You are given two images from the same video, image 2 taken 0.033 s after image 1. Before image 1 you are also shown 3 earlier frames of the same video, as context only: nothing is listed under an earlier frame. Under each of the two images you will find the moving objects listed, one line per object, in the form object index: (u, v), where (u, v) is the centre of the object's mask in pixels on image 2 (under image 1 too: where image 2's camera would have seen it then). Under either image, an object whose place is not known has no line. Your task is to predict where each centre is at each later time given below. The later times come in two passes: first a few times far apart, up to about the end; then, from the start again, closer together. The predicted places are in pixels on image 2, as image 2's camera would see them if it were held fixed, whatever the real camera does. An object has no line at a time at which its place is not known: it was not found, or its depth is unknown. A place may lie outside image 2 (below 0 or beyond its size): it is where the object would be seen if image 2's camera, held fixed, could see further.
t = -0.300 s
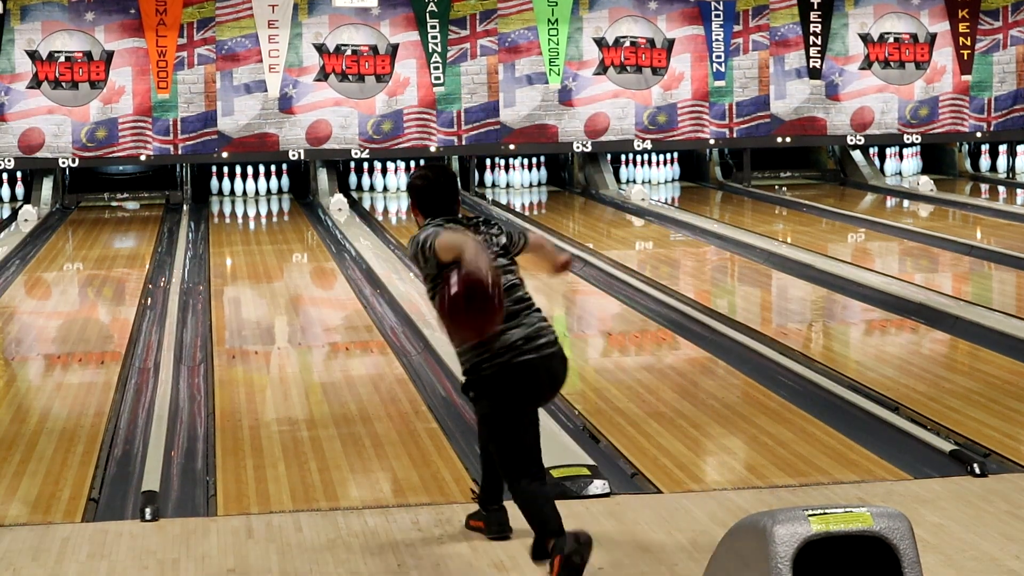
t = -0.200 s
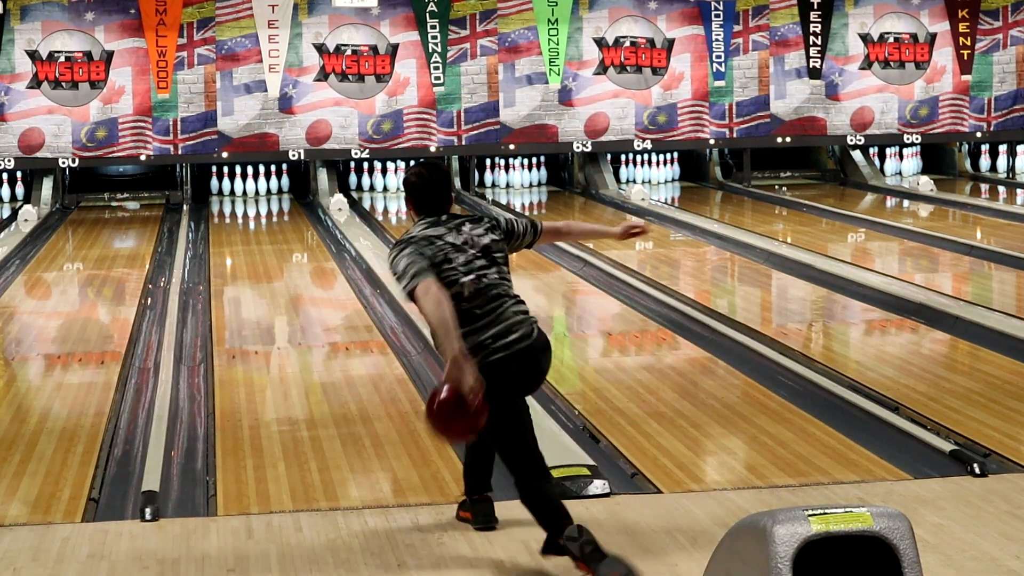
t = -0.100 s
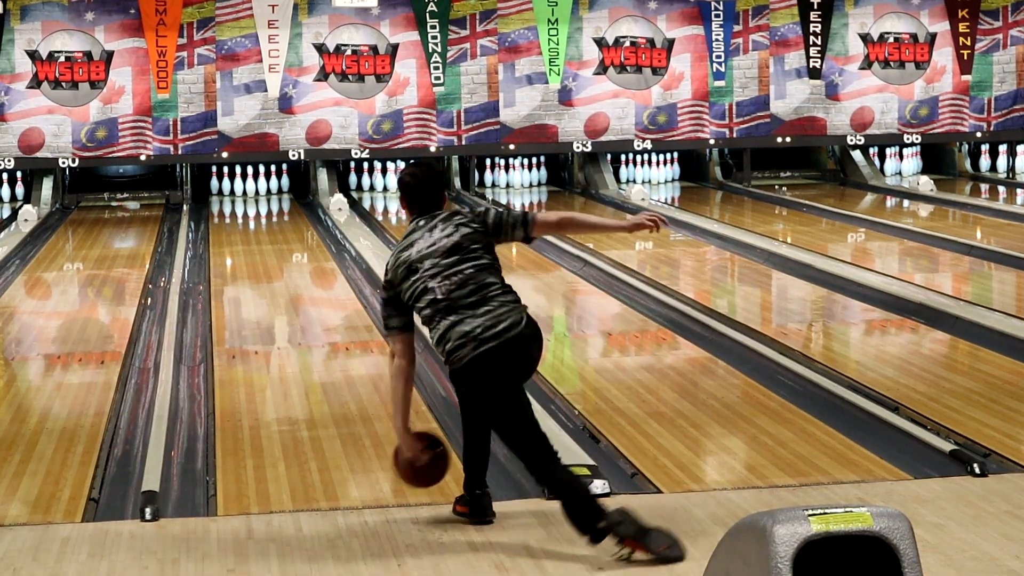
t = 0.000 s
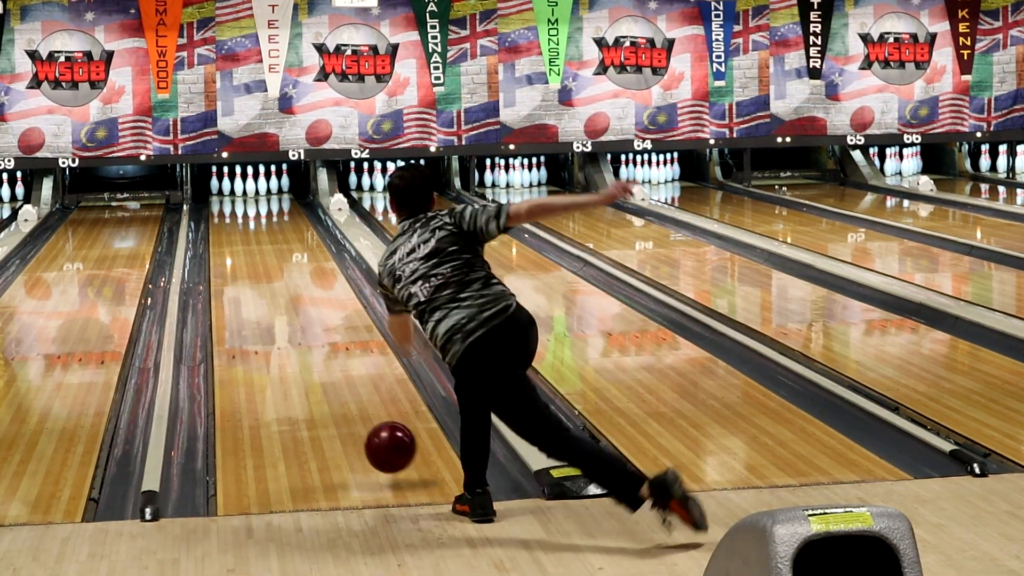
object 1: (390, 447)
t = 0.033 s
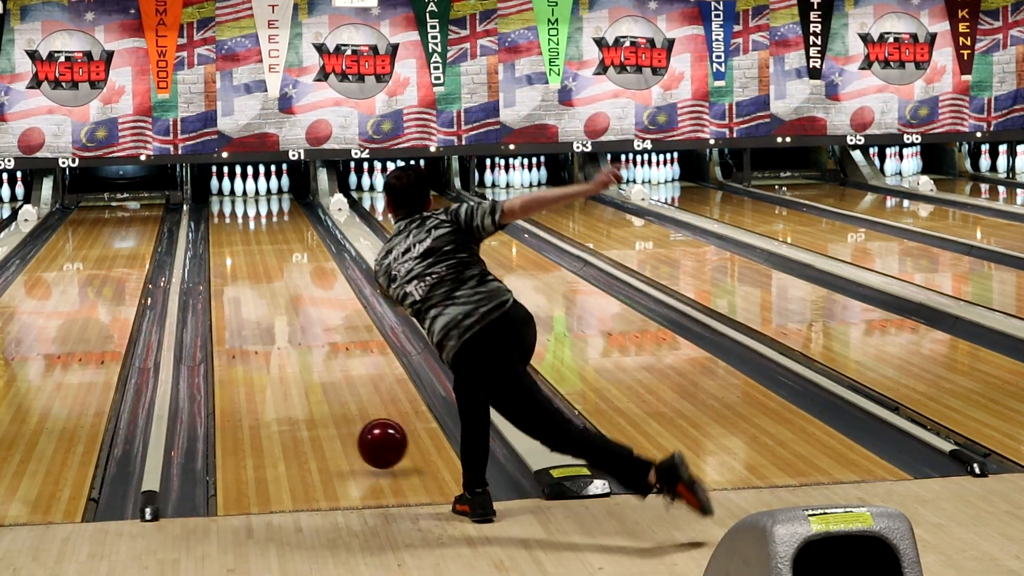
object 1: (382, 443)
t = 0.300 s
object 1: (332, 378)
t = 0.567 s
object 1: (298, 328)
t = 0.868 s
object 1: (275, 288)
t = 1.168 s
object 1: (258, 258)
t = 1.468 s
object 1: (246, 235)
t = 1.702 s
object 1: (240, 222)
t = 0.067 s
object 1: (375, 439)
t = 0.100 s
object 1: (368, 428)
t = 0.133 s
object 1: (361, 419)
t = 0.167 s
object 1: (354, 410)
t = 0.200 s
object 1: (348, 402)
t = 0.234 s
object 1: (343, 393)
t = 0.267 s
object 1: (337, 385)
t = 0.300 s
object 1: (332, 378)
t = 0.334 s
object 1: (327, 370)
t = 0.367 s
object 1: (323, 363)
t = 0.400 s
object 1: (318, 356)
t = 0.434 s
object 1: (314, 350)
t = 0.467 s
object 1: (310, 344)
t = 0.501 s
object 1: (306, 338)
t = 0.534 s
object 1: (303, 332)
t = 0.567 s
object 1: (298, 328)
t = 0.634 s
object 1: (293, 318)
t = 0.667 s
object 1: (290, 313)
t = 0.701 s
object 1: (287, 308)
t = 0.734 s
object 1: (284, 304)
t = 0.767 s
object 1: (282, 300)
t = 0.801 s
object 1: (279, 296)
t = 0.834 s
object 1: (277, 292)
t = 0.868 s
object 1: (275, 288)
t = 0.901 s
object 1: (272, 284)
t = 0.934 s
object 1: (270, 280)
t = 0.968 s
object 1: (268, 277)
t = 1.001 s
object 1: (266, 273)
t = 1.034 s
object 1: (264, 270)
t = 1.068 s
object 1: (263, 267)
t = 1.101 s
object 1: (261, 264)
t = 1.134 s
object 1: (259, 261)
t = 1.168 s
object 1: (258, 258)
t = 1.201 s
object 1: (256, 255)
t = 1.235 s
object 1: (255, 253)
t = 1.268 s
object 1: (252, 250)
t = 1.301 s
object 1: (246, 244)
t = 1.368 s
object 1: (254, 247)
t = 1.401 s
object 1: (250, 241)
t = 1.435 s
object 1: (247, 238)
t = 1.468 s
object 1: (246, 235)
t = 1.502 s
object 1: (245, 233)
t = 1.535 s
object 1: (244, 232)
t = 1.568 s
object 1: (243, 230)
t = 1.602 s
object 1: (243, 227)
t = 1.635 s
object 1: (241, 225)
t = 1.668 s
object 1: (240, 223)
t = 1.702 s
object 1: (240, 222)
